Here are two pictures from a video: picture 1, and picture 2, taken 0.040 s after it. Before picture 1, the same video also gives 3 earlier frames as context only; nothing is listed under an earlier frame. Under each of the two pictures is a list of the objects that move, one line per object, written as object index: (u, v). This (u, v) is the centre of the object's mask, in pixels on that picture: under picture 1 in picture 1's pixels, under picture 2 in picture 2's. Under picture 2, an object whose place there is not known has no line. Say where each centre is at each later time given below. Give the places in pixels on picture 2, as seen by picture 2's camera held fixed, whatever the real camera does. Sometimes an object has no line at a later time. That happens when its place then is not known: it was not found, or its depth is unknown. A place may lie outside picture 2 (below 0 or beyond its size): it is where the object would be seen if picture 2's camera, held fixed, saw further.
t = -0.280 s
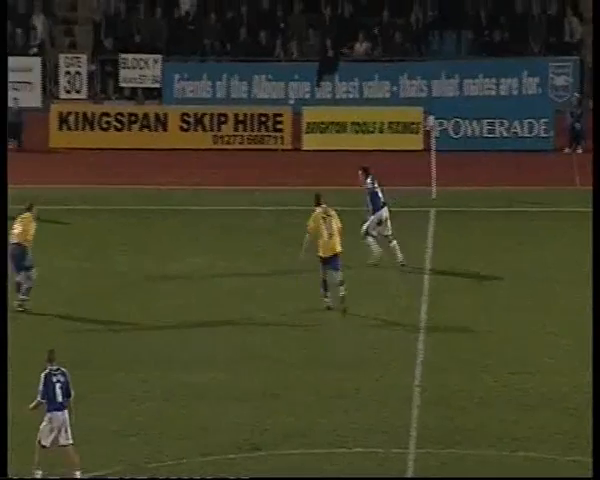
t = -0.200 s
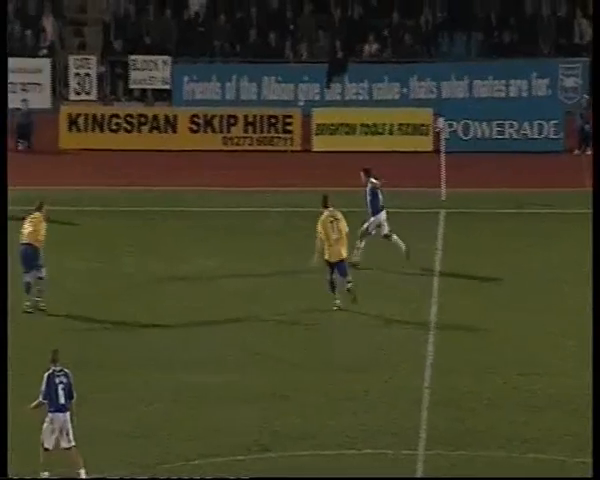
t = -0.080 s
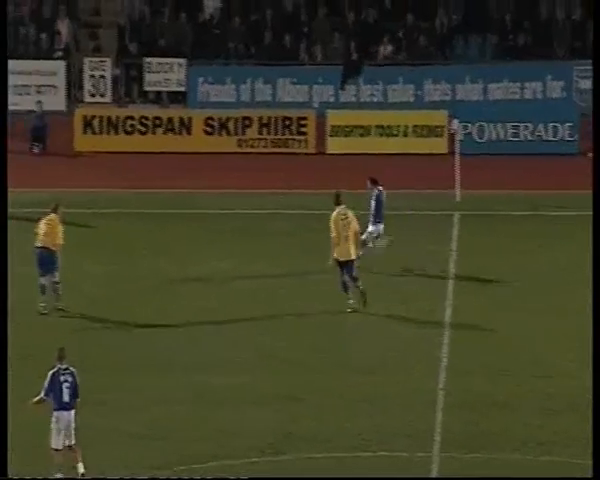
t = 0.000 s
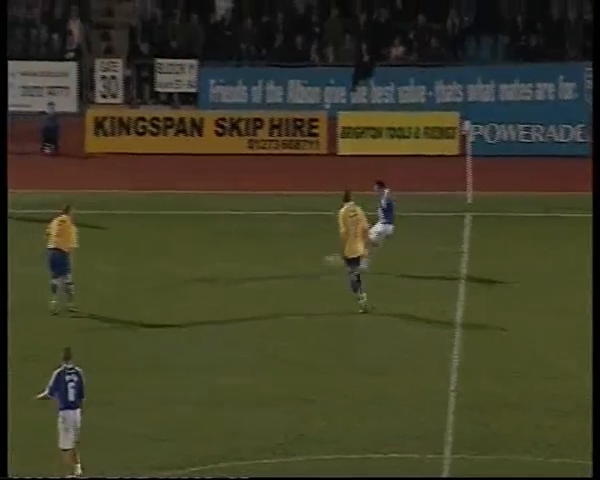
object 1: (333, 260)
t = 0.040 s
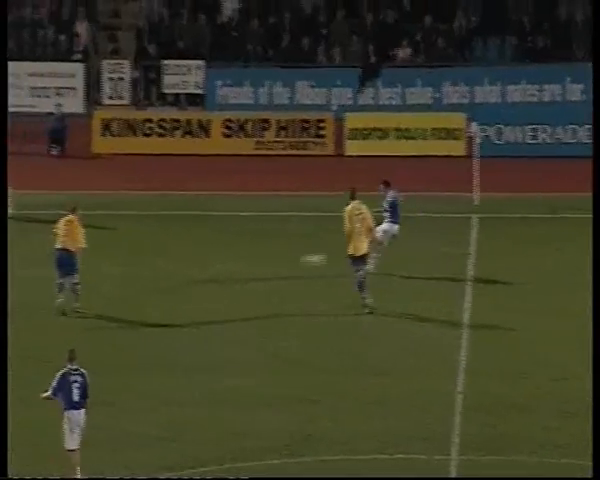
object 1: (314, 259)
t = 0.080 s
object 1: (286, 260)
